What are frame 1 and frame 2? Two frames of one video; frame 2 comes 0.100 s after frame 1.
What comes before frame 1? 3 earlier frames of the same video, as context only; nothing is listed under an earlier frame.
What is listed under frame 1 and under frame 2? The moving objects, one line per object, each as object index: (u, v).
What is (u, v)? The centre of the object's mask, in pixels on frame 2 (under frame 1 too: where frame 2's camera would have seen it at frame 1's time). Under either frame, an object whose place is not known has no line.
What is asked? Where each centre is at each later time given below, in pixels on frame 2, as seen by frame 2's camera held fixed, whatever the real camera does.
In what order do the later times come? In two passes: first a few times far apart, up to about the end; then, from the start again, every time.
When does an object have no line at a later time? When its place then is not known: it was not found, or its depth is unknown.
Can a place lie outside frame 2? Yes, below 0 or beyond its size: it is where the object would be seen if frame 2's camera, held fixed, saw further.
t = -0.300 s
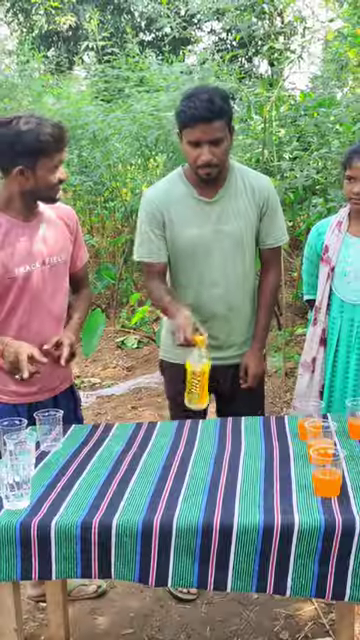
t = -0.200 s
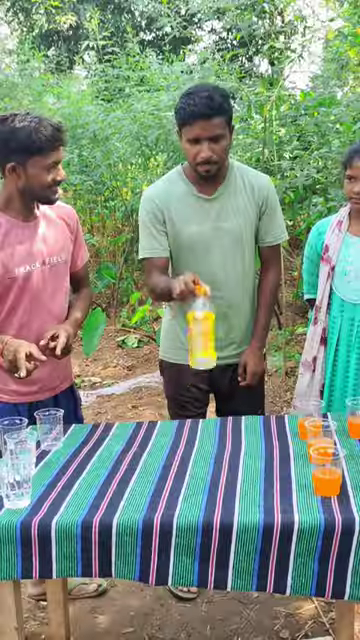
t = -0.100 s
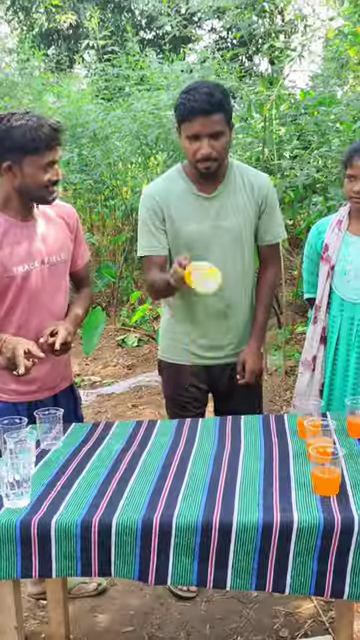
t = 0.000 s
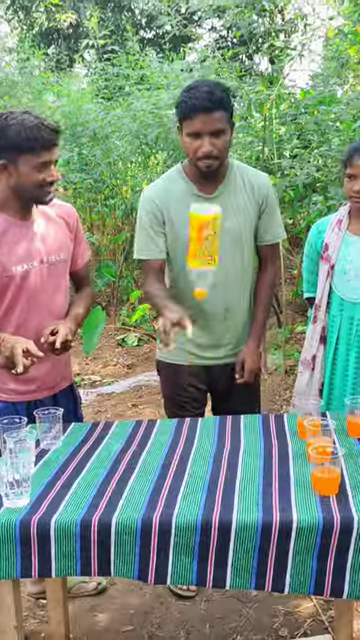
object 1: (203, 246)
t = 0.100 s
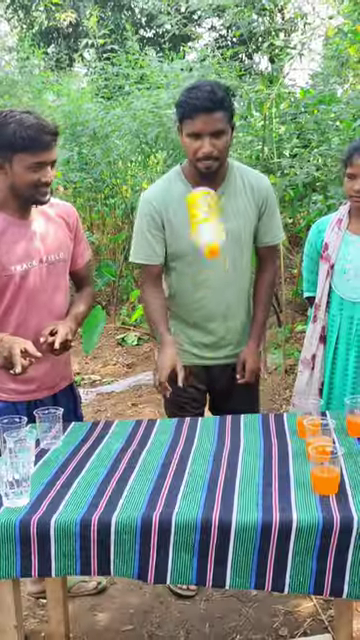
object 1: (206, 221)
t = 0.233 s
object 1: (205, 267)
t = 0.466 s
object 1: (208, 457)
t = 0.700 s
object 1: (202, 466)
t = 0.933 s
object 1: (200, 466)
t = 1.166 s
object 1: (202, 466)
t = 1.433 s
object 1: (201, 466)
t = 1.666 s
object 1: (201, 466)
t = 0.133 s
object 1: (205, 223)
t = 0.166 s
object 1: (205, 231)
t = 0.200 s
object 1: (205, 247)
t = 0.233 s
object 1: (205, 267)
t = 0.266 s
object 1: (206, 293)
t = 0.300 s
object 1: (206, 323)
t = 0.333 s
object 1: (206, 358)
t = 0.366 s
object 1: (207, 396)
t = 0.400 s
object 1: (207, 431)
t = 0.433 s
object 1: (208, 443)
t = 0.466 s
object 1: (208, 457)
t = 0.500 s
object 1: (207, 464)
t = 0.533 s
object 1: (207, 464)
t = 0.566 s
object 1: (206, 465)
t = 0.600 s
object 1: (205, 465)
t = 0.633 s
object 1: (204, 465)
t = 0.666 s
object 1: (203, 465)
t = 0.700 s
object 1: (202, 466)
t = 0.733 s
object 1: (201, 466)
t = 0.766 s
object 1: (201, 466)
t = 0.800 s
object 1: (201, 466)
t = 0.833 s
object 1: (201, 466)
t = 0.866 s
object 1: (201, 466)
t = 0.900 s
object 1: (201, 466)
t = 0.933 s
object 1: (200, 466)
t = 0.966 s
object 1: (201, 466)
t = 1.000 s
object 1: (201, 466)
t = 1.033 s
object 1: (201, 465)
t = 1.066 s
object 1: (201, 465)
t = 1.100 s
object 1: (202, 466)
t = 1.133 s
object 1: (201, 466)
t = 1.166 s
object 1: (202, 466)
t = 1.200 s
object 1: (202, 465)
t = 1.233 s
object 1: (201, 466)
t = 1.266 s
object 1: (202, 465)
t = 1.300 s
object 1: (201, 466)
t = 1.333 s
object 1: (201, 466)
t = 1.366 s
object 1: (201, 466)
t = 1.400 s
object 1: (201, 466)
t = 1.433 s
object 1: (201, 466)
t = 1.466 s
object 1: (201, 465)
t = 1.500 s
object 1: (201, 466)
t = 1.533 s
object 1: (201, 466)
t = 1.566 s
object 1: (202, 465)
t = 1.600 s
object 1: (202, 466)
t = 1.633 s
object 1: (201, 466)
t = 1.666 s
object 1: (201, 466)
